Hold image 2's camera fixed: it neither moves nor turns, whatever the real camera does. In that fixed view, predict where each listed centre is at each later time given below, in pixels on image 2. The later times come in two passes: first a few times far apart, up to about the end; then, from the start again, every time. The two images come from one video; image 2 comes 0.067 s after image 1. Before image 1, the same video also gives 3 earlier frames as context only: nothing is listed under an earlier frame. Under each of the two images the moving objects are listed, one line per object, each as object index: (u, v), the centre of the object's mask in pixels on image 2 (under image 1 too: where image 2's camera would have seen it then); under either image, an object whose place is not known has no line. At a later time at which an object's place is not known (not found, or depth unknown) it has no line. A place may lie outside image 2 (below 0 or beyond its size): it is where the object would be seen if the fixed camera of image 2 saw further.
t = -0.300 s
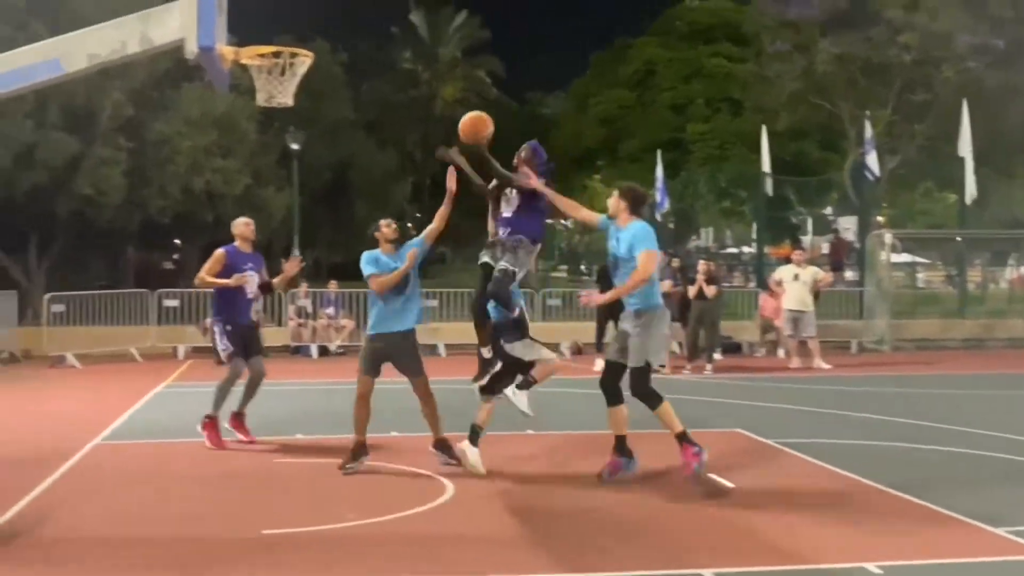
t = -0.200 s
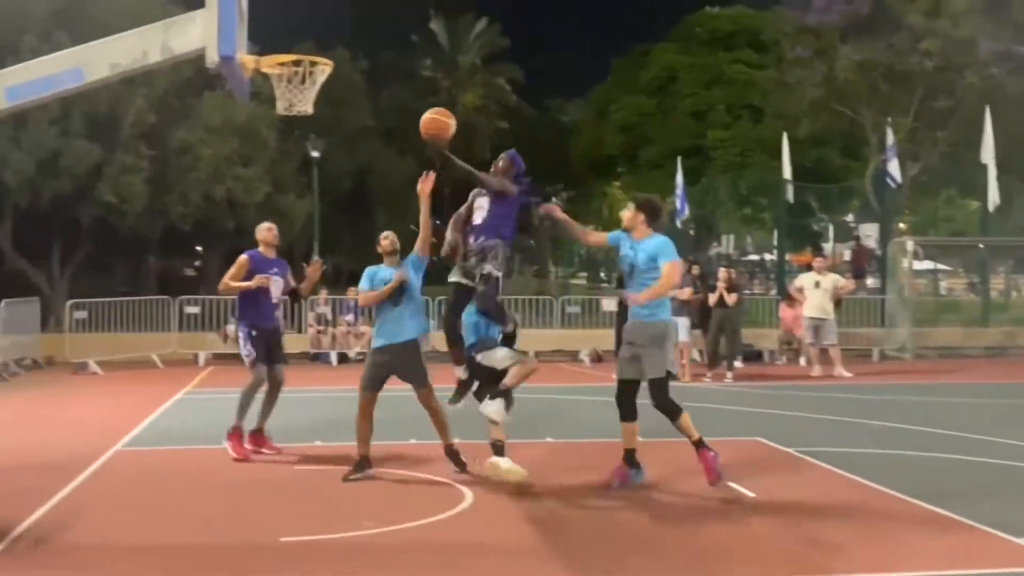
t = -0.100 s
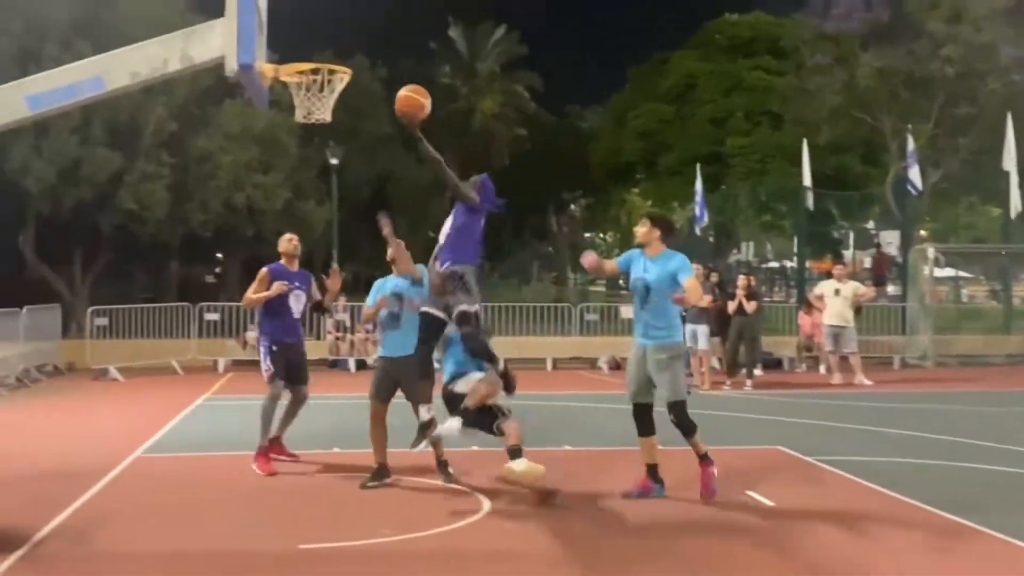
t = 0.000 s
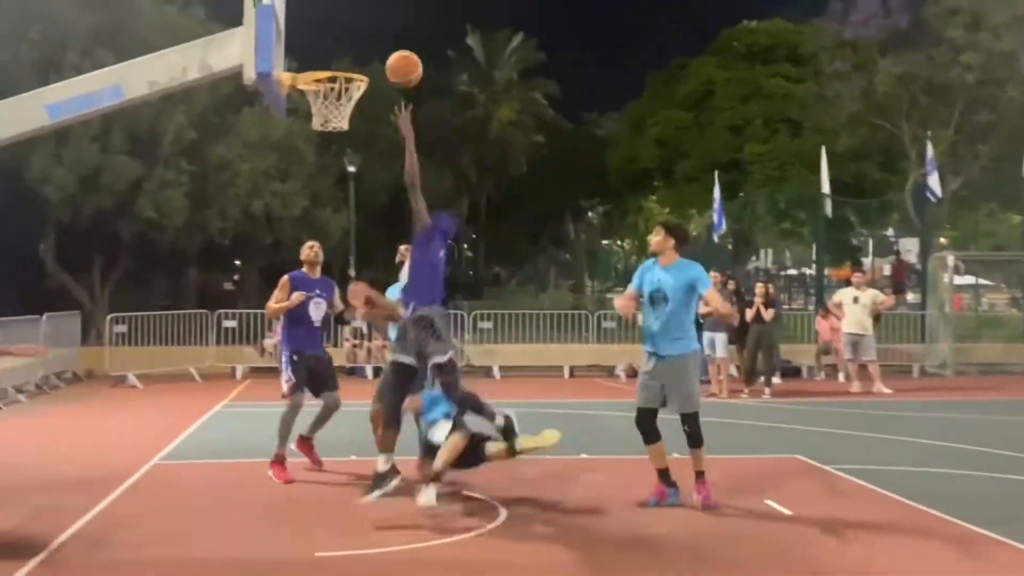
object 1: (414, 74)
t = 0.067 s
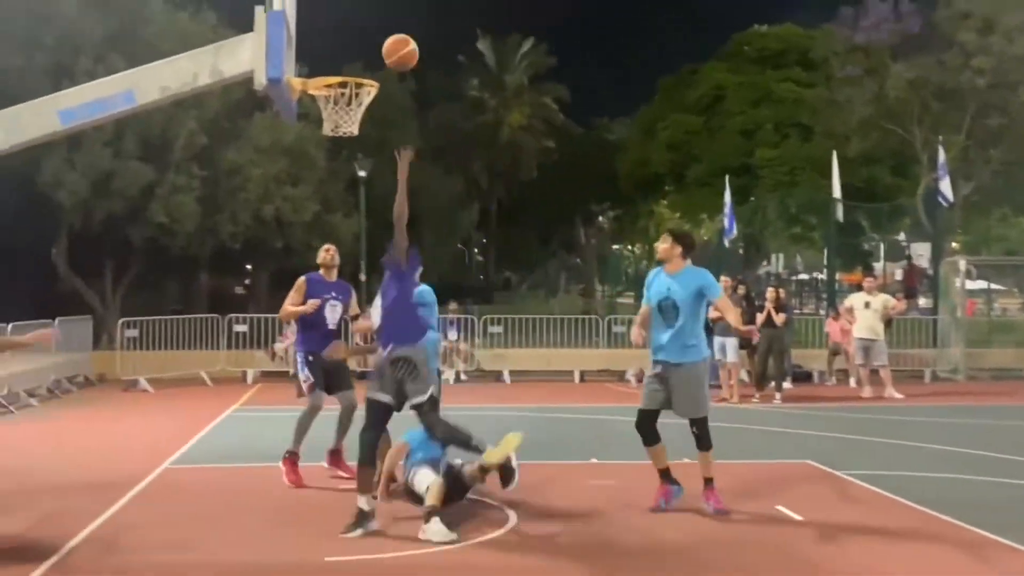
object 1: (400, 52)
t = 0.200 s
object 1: (373, 29)
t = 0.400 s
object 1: (332, 43)
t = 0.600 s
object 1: (311, 38)
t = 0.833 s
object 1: (344, 55)
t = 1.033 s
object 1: (351, 59)
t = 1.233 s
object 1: (356, 62)
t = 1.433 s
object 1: (356, 70)
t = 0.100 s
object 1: (393, 44)
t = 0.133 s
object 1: (386, 37)
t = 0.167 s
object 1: (379, 33)
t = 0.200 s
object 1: (373, 29)
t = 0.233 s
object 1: (366, 28)
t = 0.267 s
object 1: (359, 28)
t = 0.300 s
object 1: (352, 29)
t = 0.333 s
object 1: (346, 33)
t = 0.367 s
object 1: (339, 37)
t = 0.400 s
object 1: (332, 43)
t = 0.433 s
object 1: (326, 51)
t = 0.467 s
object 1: (318, 60)
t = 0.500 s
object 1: (313, 55)
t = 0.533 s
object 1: (307, 49)
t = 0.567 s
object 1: (307, 42)
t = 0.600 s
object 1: (311, 38)
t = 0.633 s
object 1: (316, 36)
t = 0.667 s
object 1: (320, 35)
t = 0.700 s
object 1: (325, 36)
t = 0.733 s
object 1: (330, 38)
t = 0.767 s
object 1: (334, 42)
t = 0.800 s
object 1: (339, 48)
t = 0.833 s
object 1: (344, 55)
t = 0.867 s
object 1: (347, 59)
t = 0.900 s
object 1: (348, 57)
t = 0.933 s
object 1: (348, 55)
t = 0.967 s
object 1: (349, 56)
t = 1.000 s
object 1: (350, 57)
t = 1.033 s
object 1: (351, 59)
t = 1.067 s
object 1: (352, 58)
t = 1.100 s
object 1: (353, 57)
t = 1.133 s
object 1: (354, 58)
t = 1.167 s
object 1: (355, 60)
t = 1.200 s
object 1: (355, 61)
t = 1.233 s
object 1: (356, 62)
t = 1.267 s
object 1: (356, 62)
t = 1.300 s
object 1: (356, 63)
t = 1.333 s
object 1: (357, 65)
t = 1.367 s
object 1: (357, 66)
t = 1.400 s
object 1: (356, 68)
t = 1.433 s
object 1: (356, 70)
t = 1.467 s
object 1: (355, 73)
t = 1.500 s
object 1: (353, 90)
